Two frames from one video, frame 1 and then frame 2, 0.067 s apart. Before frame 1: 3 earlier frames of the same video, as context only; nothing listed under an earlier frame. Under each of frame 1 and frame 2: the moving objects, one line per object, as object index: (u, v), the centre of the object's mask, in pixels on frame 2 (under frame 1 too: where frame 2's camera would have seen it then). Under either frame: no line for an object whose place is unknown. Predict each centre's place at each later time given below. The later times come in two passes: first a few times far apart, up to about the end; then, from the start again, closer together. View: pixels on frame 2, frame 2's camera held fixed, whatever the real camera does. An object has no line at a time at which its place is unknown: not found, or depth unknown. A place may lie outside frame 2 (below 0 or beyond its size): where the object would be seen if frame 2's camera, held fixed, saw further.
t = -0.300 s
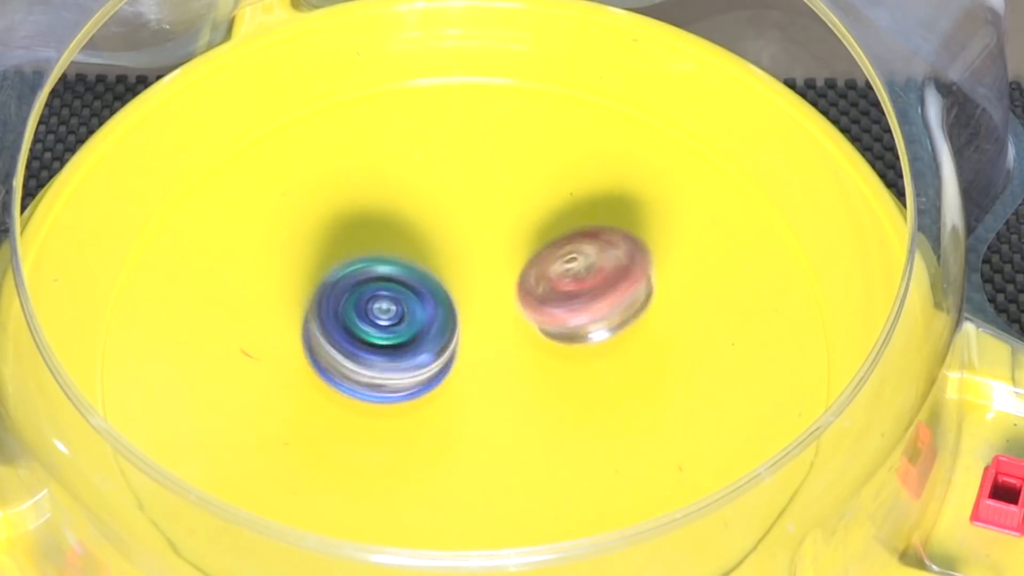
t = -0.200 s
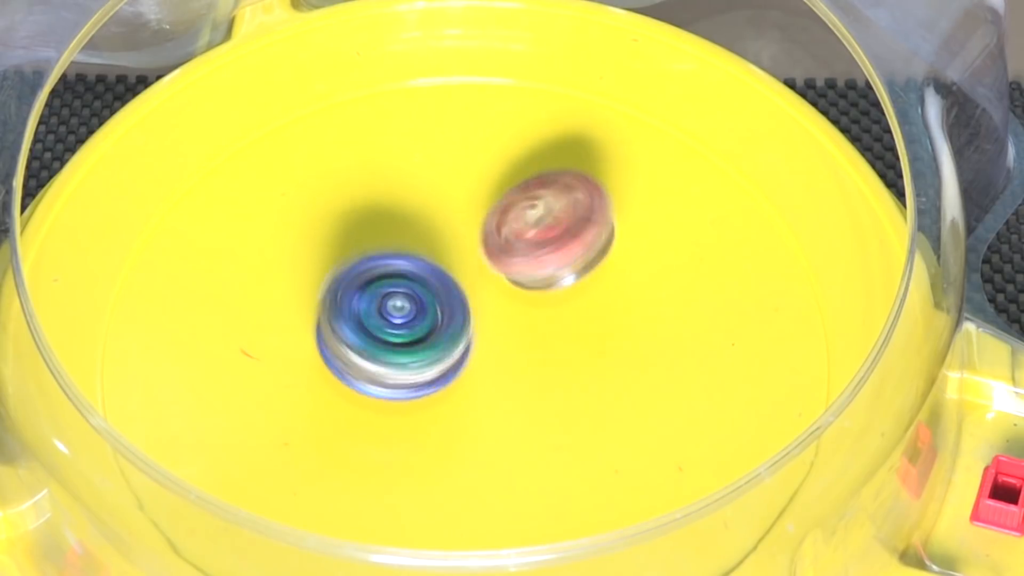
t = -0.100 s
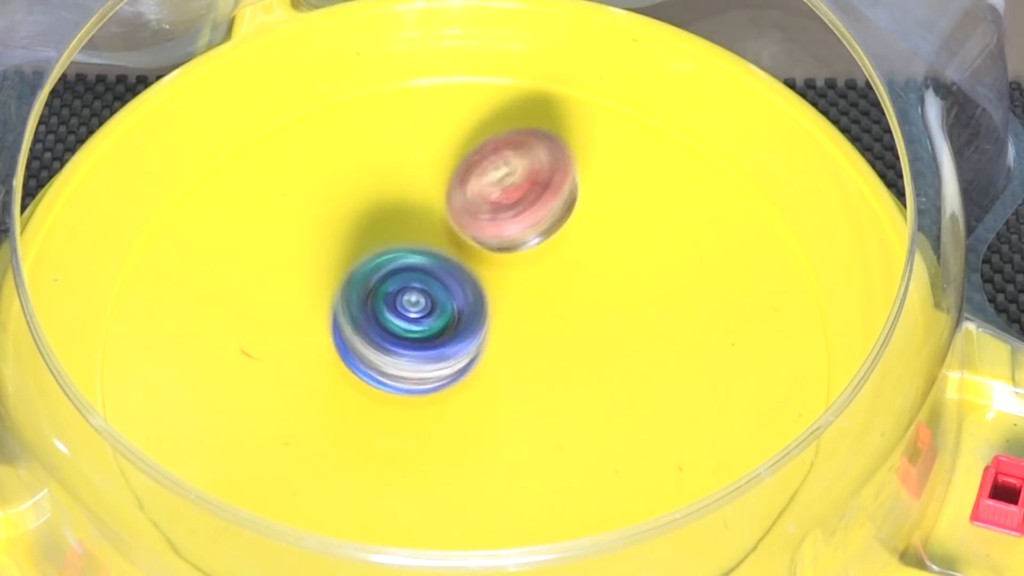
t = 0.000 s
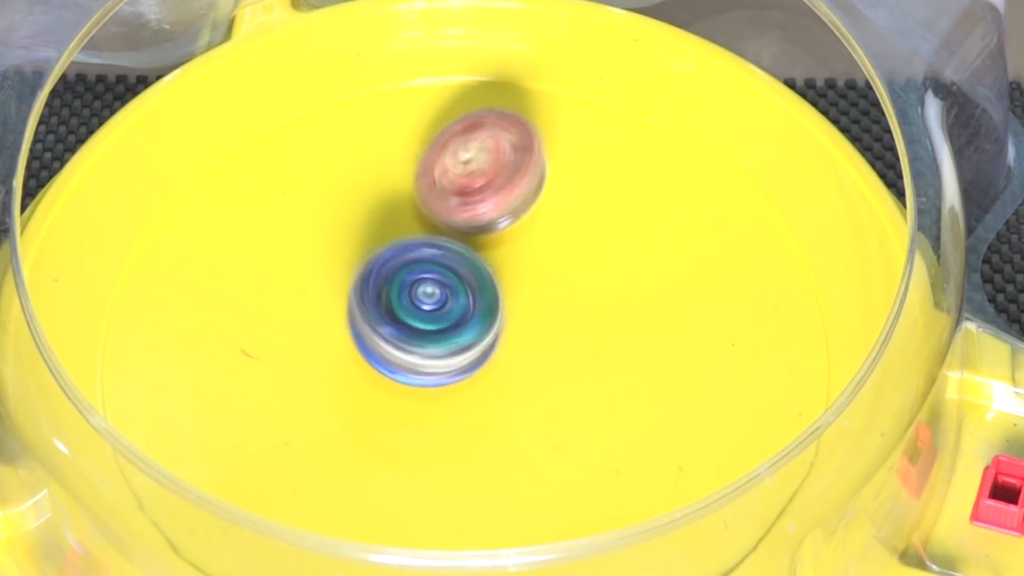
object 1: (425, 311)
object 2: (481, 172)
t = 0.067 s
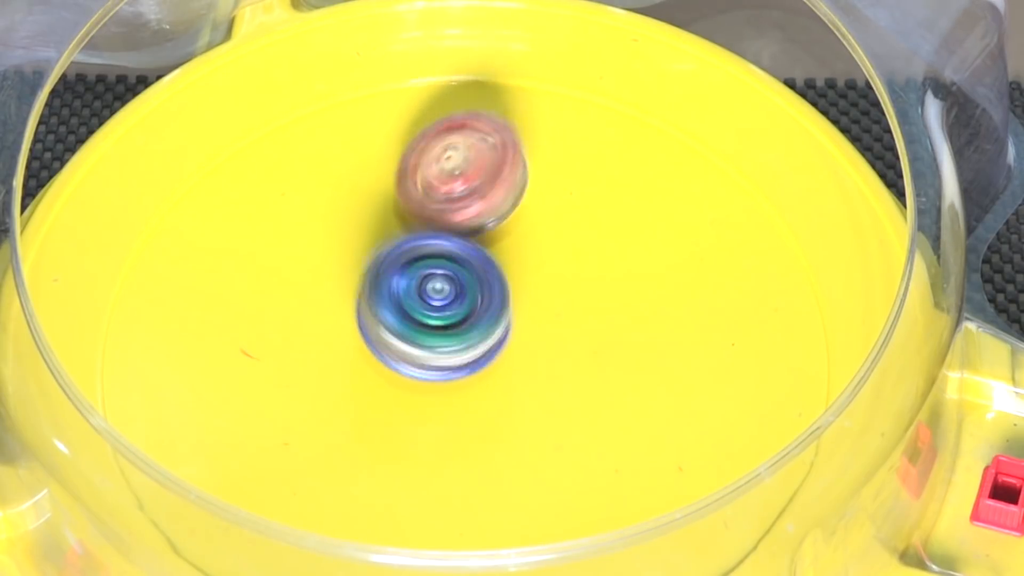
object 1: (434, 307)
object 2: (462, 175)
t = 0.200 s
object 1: (432, 389)
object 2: (491, 23)
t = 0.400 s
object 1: (466, 411)
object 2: (609, 196)
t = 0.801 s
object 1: (181, 414)
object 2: (557, 314)
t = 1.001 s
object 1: (205, 350)
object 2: (473, 340)
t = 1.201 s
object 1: (333, 289)
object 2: (569, 322)
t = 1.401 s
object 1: (423, 255)
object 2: (668, 342)
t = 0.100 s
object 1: (435, 320)
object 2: (460, 152)
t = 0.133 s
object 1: (432, 348)
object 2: (469, 88)
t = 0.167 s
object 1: (431, 371)
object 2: (479, 44)
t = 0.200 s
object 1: (432, 389)
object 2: (491, 23)
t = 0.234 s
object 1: (434, 402)
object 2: (513, 21)
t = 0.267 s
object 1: (438, 411)
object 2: (541, 40)
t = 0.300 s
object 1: (445, 415)
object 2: (566, 63)
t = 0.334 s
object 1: (452, 416)
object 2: (586, 102)
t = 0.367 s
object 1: (459, 415)
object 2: (601, 150)
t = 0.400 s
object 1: (466, 411)
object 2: (609, 196)
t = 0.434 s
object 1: (473, 407)
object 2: (610, 244)
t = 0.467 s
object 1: (479, 401)
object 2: (606, 293)
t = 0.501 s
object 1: (451, 411)
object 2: (655, 303)
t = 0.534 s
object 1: (382, 433)
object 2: (761, 263)
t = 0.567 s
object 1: (318, 447)
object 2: (841, 212)
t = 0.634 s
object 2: (842, 207)
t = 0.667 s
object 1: (188, 455)
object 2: (806, 230)
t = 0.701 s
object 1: (167, 451)
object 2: (749, 241)
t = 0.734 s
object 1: (159, 443)
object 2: (694, 270)
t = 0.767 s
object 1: (162, 432)
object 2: (626, 297)
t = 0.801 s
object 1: (181, 414)
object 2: (557, 314)
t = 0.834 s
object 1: (193, 410)
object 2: (487, 338)
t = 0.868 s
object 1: (214, 401)
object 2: (414, 348)
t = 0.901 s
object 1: (220, 389)
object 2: (383, 354)
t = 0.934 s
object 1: (205, 376)
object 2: (412, 347)
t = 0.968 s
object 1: (201, 363)
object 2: (445, 347)
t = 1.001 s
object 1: (205, 350)
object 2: (473, 340)
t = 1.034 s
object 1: (215, 337)
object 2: (499, 337)
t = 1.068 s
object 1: (232, 325)
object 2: (519, 333)
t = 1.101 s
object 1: (254, 315)
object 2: (538, 331)
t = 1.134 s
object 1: (280, 305)
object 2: (552, 326)
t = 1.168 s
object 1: (306, 296)
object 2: (563, 324)
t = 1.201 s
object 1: (333, 289)
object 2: (569, 322)
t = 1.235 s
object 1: (360, 282)
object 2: (573, 319)
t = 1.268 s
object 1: (387, 277)
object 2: (576, 316)
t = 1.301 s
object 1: (412, 273)
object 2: (576, 312)
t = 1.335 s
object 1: (432, 272)
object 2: (578, 307)
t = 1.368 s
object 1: (428, 261)
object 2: (626, 327)
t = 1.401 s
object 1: (423, 255)
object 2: (668, 342)
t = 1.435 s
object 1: (420, 251)
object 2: (696, 357)
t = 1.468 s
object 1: (415, 249)
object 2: (714, 369)
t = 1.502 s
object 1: (410, 250)
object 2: (723, 379)
